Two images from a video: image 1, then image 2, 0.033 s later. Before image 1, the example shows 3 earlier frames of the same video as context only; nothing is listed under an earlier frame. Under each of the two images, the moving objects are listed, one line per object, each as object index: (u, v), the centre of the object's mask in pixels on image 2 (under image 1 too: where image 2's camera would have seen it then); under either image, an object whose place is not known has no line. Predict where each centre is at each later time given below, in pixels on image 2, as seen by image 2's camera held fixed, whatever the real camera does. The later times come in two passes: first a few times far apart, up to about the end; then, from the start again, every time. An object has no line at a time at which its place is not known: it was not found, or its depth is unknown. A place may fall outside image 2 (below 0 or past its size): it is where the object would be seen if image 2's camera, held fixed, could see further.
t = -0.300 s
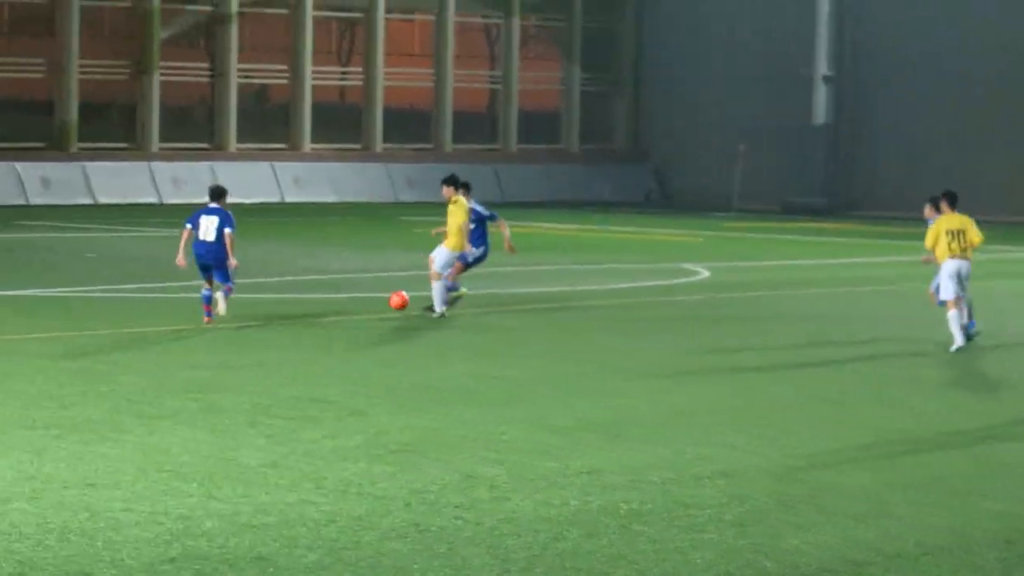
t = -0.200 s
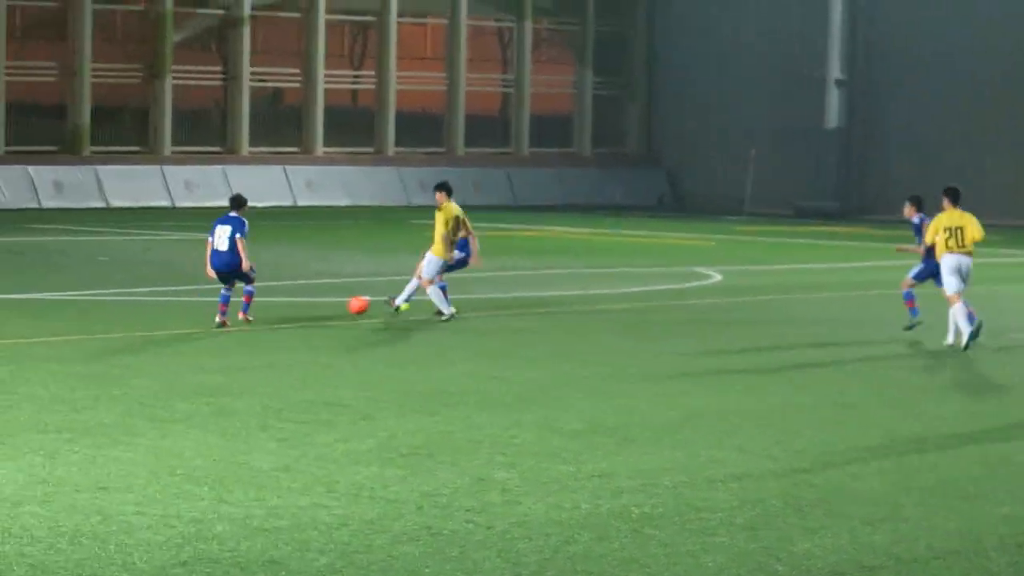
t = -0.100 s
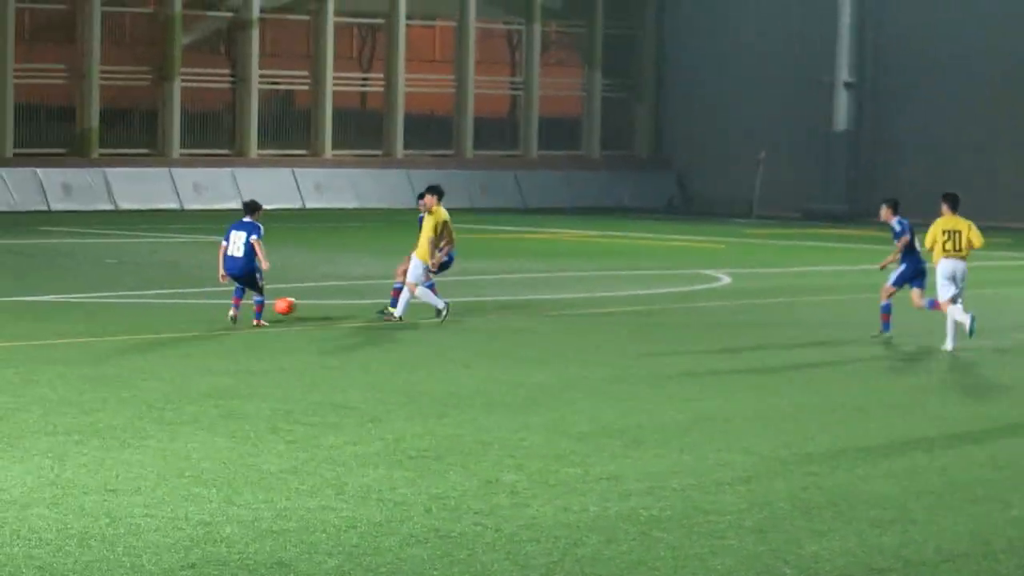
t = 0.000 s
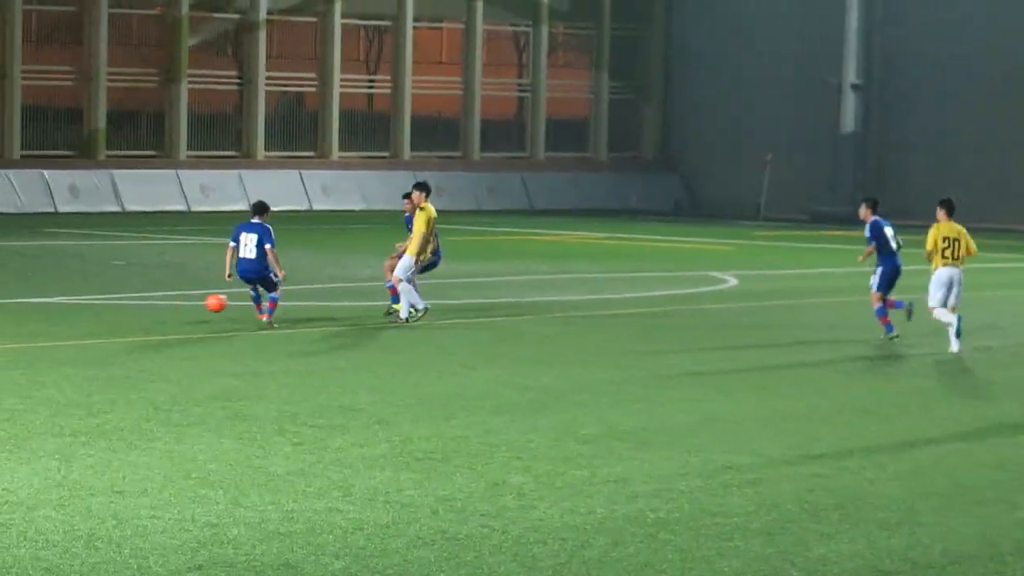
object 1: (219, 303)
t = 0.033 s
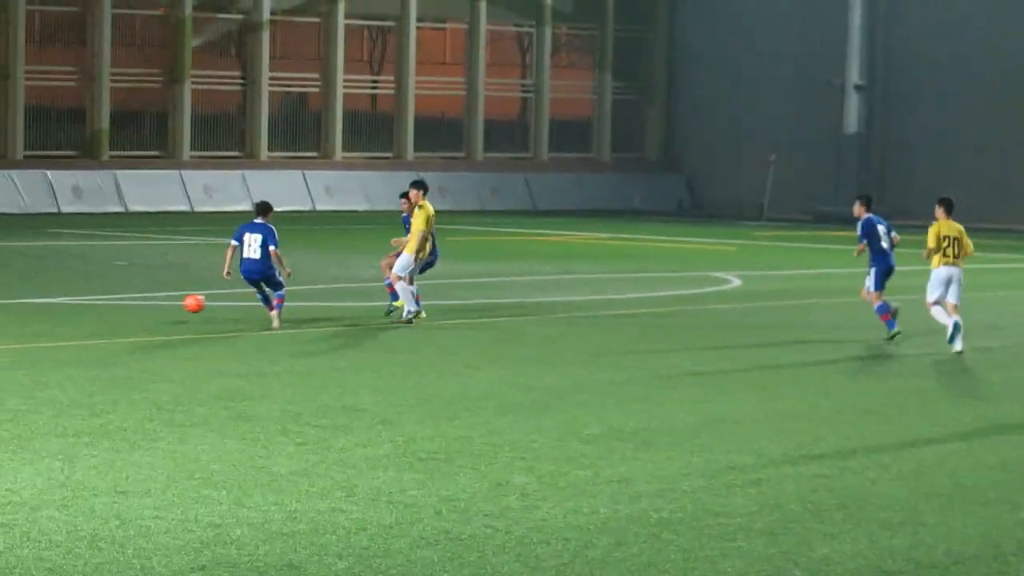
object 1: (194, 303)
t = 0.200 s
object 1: (80, 303)
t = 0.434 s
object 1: (-59, 305)
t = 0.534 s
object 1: (-109, 299)
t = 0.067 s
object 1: (168, 304)
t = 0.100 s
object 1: (144, 307)
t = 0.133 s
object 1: (120, 309)
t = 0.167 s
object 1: (100, 305)
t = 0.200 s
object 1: (80, 303)
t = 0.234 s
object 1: (59, 301)
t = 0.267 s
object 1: (40, 300)
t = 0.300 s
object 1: (19, 300)
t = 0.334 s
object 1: (-1, 302)
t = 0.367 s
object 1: (-21, 304)
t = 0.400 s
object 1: (-41, 307)
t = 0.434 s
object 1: (-59, 305)
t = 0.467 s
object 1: (-76, 302)
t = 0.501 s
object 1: (-92, 300)
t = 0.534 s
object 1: (-109, 299)
